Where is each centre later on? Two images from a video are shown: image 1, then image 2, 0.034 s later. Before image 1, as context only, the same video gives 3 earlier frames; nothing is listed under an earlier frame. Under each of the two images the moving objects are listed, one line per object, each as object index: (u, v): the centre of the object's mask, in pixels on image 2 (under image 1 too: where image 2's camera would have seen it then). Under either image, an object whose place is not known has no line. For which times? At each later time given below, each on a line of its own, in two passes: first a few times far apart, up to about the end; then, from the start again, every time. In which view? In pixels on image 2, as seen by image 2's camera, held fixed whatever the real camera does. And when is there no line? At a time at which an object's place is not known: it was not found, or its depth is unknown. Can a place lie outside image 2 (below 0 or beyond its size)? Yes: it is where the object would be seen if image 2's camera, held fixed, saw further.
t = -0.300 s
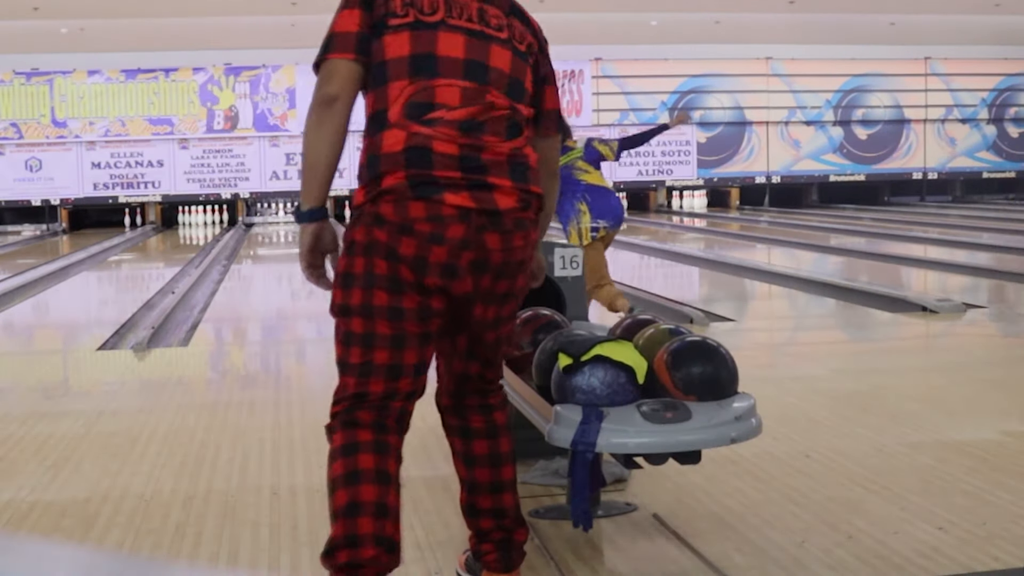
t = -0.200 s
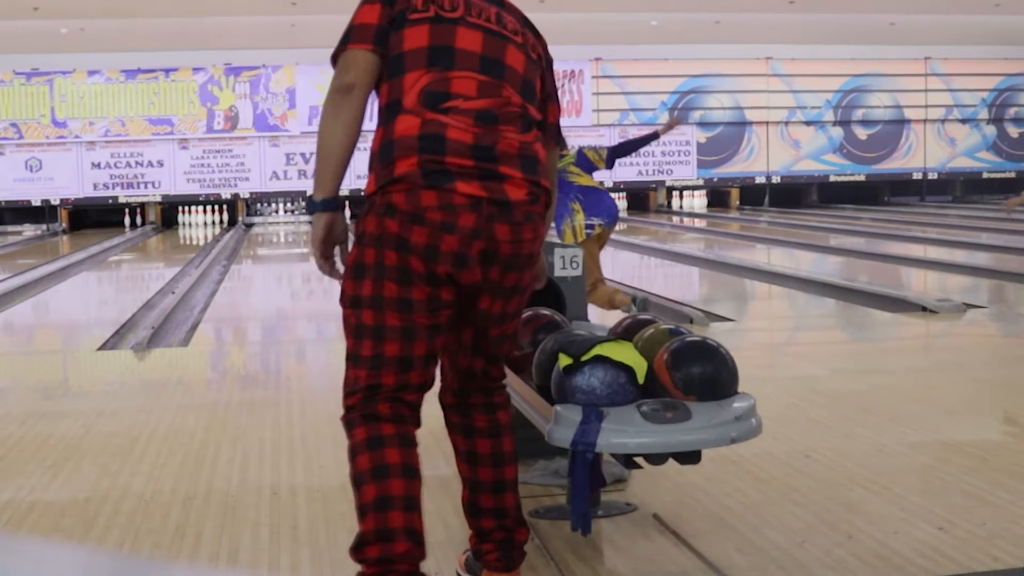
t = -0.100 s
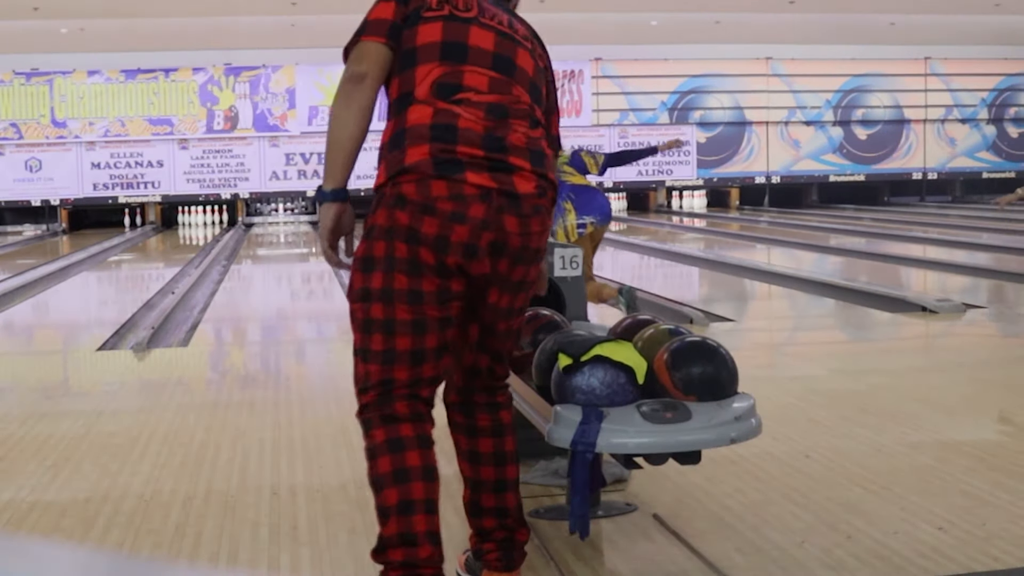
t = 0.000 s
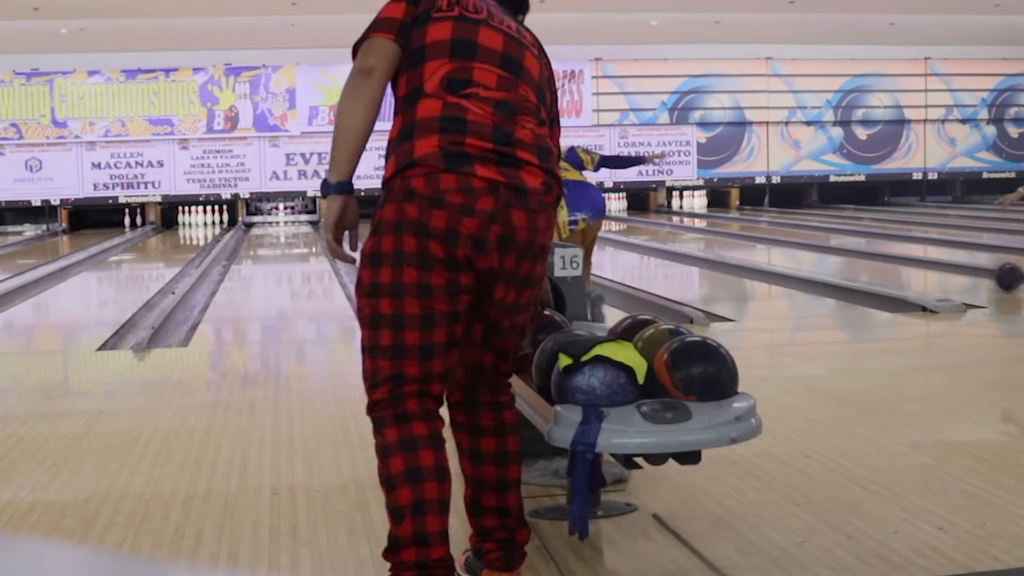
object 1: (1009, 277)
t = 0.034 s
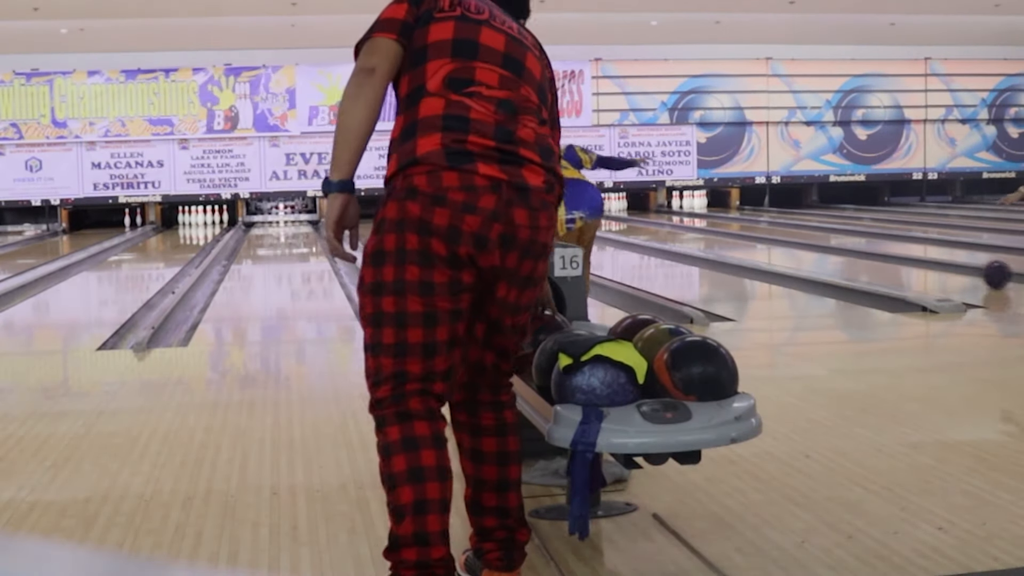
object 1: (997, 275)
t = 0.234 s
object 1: (931, 265)
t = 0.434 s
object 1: (877, 257)
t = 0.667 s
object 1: (824, 249)
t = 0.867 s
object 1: (786, 244)
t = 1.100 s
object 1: (748, 239)
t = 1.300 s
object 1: (720, 235)
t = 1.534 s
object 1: (691, 231)
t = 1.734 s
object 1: (669, 227)
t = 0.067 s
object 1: (984, 273)
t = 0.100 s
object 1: (973, 271)
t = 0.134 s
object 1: (962, 270)
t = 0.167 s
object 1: (952, 268)
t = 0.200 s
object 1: (941, 267)
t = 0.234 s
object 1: (931, 265)
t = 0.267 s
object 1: (922, 264)
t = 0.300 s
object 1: (912, 262)
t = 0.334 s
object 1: (903, 261)
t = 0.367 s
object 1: (894, 260)
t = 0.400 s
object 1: (885, 258)
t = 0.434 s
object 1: (877, 257)
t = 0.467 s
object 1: (869, 256)
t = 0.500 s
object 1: (861, 255)
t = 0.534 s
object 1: (853, 254)
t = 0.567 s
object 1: (846, 253)
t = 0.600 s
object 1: (839, 251)
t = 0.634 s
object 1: (831, 250)
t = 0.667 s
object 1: (824, 249)
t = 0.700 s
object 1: (818, 248)
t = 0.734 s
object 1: (811, 248)
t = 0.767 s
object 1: (805, 247)
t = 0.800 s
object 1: (798, 245)
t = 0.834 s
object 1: (792, 245)
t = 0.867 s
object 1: (786, 244)
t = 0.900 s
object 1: (781, 243)
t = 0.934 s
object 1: (775, 242)
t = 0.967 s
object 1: (769, 241)
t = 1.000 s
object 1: (764, 241)
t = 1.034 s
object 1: (758, 240)
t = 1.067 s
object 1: (753, 239)
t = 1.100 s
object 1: (748, 239)
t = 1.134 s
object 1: (743, 238)
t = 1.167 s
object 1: (738, 237)
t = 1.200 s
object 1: (734, 236)
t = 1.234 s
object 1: (729, 236)
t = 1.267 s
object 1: (724, 235)
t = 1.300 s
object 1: (720, 235)
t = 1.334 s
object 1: (715, 234)
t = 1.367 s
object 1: (711, 233)
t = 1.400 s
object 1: (707, 233)
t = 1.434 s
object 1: (703, 232)
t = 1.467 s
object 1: (699, 232)
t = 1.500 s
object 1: (695, 231)
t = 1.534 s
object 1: (691, 231)
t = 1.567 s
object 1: (687, 230)
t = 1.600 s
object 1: (683, 229)
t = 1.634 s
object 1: (680, 228)
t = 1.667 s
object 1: (676, 228)
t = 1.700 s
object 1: (672, 228)
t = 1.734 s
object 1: (669, 227)
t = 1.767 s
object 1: (666, 226)
